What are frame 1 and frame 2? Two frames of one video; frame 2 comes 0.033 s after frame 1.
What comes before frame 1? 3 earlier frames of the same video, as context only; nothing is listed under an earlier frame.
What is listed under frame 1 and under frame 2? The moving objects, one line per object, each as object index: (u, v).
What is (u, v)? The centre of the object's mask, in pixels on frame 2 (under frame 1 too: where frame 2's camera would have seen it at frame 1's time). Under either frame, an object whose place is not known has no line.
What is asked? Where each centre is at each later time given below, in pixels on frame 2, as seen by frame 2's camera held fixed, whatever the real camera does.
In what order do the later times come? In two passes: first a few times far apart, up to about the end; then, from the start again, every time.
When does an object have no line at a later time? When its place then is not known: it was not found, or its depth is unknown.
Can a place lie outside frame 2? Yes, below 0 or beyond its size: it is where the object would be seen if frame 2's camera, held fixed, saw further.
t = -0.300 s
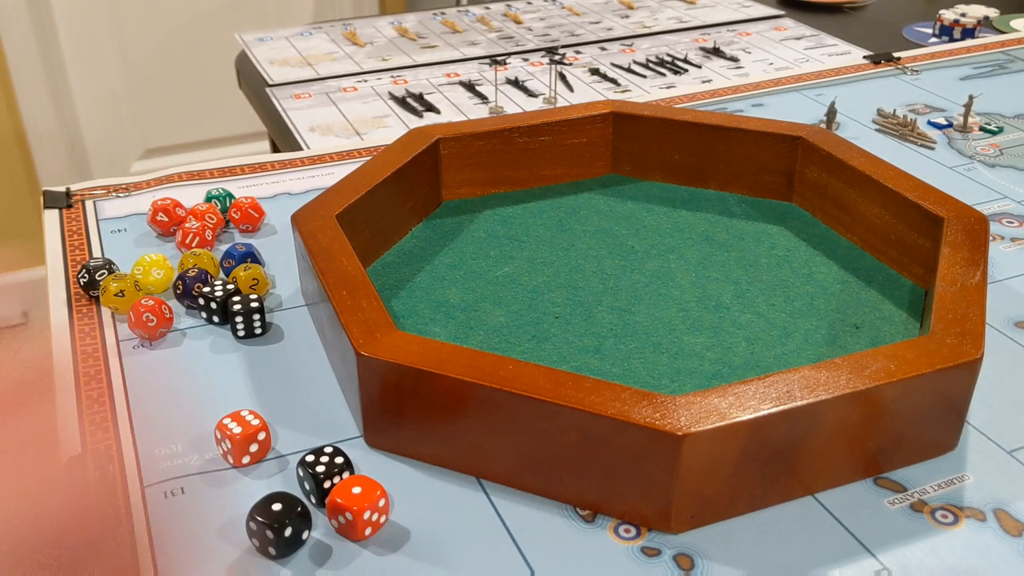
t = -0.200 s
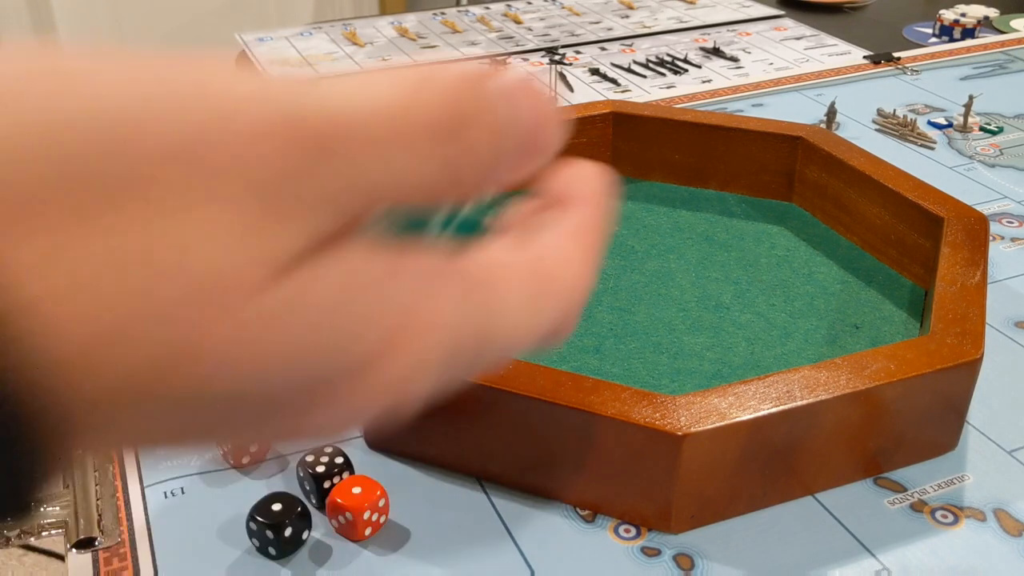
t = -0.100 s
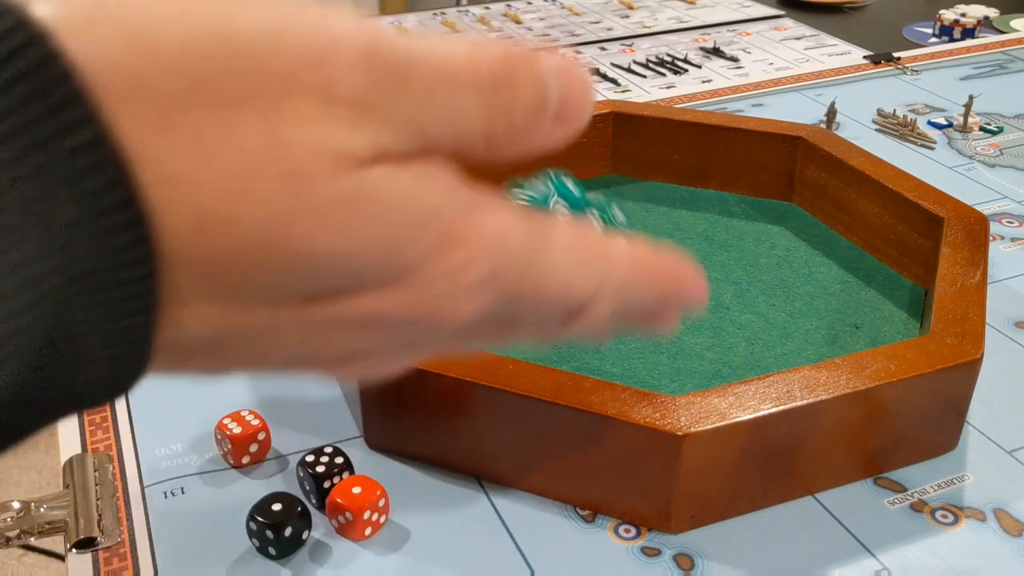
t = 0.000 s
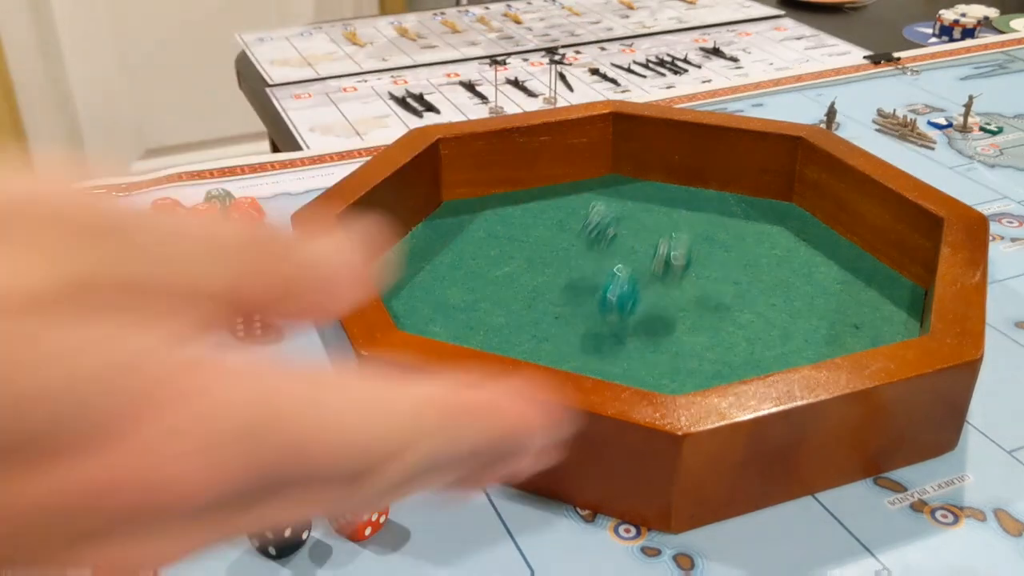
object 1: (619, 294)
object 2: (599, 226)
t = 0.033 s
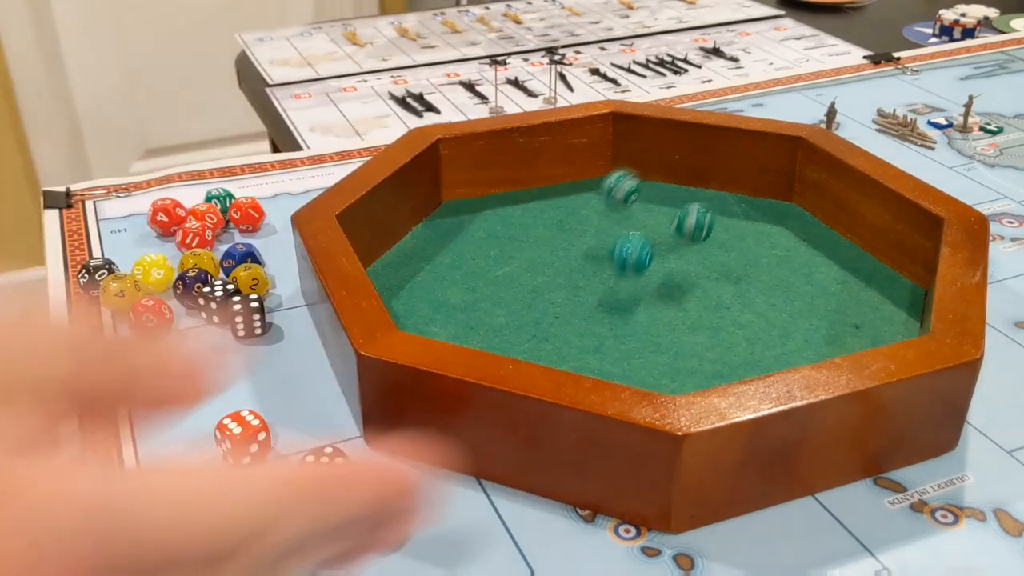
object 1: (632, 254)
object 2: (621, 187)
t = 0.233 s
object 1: (726, 185)
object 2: (613, 189)
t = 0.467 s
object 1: (802, 214)
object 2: (692, 250)
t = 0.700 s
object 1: (845, 237)
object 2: (762, 275)
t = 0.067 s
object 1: (644, 240)
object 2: (637, 173)
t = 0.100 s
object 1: (658, 211)
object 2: (650, 172)
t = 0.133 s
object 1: (677, 192)
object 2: (640, 162)
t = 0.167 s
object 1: (703, 178)
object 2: (611, 152)
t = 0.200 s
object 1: (714, 181)
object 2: (609, 176)
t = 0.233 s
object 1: (726, 185)
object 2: (613, 189)
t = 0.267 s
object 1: (738, 191)
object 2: (618, 202)
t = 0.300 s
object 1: (753, 193)
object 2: (627, 214)
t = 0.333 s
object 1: (768, 197)
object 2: (637, 228)
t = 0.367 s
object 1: (783, 200)
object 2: (650, 236)
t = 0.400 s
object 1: (796, 204)
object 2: (664, 242)
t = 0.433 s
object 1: (801, 209)
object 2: (679, 247)
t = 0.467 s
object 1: (802, 214)
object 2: (692, 250)
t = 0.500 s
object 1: (807, 218)
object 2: (705, 254)
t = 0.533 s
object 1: (813, 222)
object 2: (716, 258)
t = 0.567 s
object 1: (818, 227)
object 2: (726, 263)
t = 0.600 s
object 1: (827, 230)
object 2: (737, 268)
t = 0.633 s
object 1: (835, 232)
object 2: (747, 270)
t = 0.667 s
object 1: (844, 235)
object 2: (756, 274)
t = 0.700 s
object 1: (845, 237)
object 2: (762, 275)
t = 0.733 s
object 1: (846, 239)
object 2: (766, 278)
